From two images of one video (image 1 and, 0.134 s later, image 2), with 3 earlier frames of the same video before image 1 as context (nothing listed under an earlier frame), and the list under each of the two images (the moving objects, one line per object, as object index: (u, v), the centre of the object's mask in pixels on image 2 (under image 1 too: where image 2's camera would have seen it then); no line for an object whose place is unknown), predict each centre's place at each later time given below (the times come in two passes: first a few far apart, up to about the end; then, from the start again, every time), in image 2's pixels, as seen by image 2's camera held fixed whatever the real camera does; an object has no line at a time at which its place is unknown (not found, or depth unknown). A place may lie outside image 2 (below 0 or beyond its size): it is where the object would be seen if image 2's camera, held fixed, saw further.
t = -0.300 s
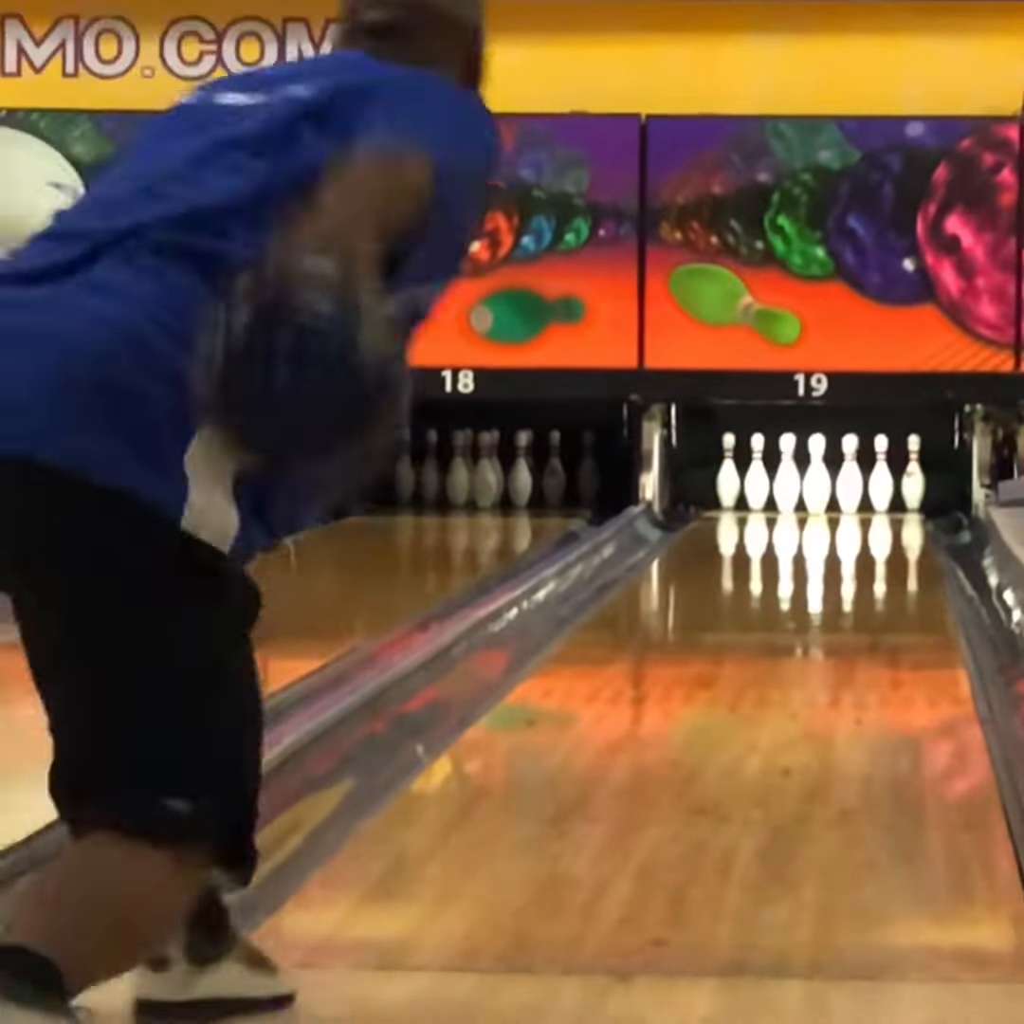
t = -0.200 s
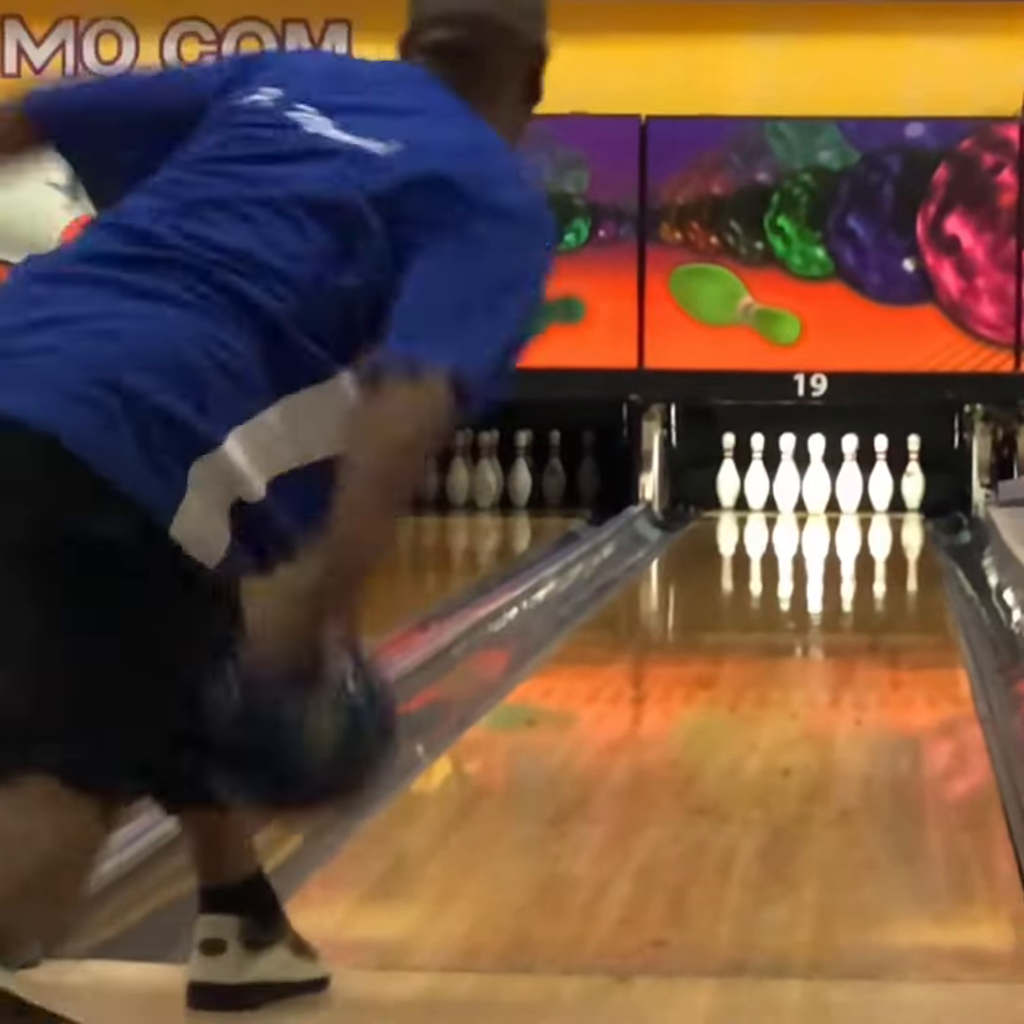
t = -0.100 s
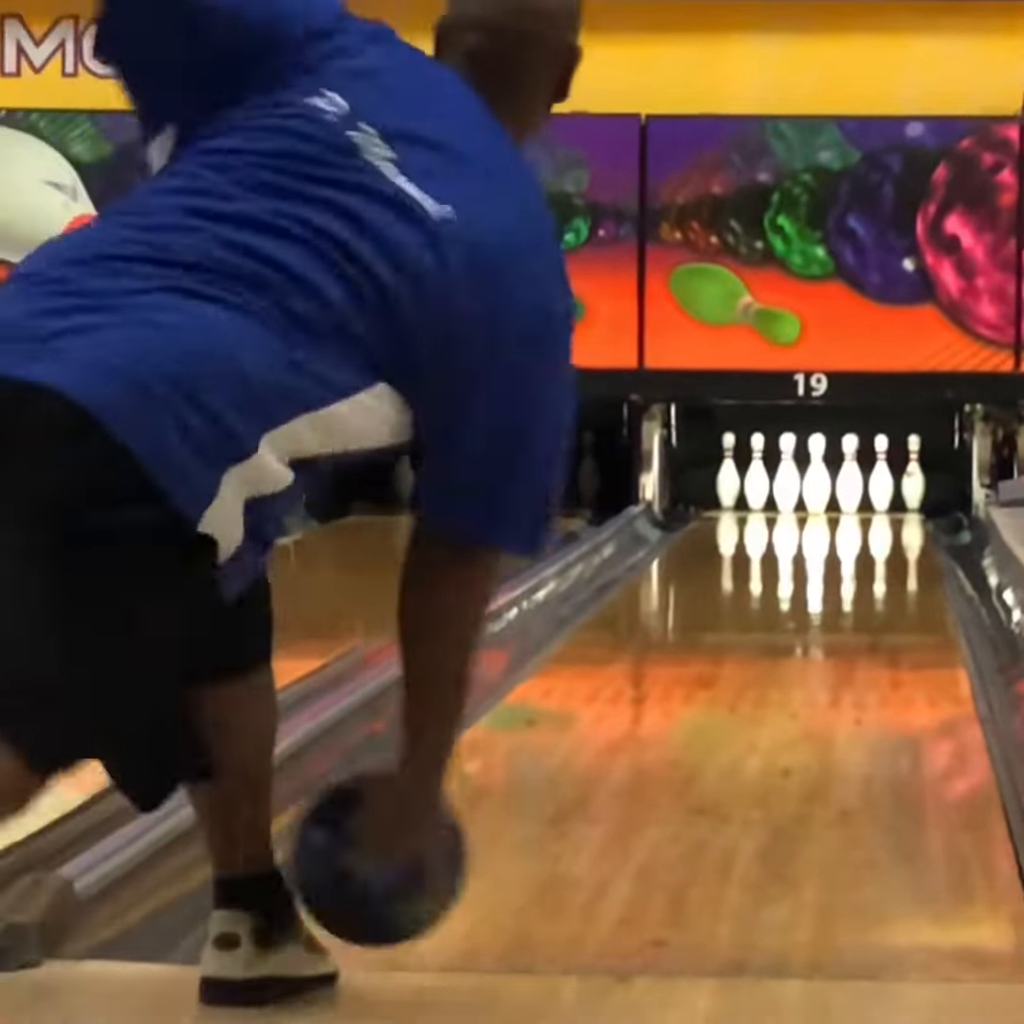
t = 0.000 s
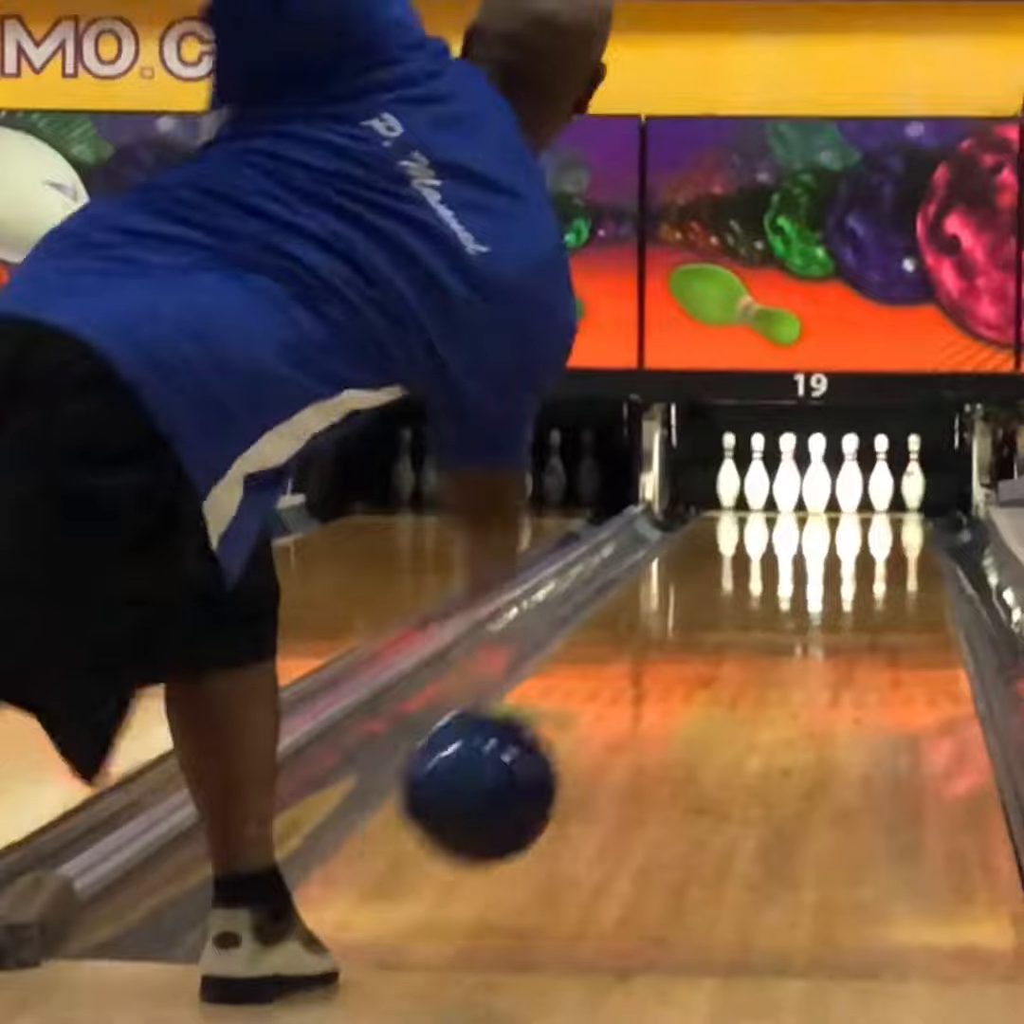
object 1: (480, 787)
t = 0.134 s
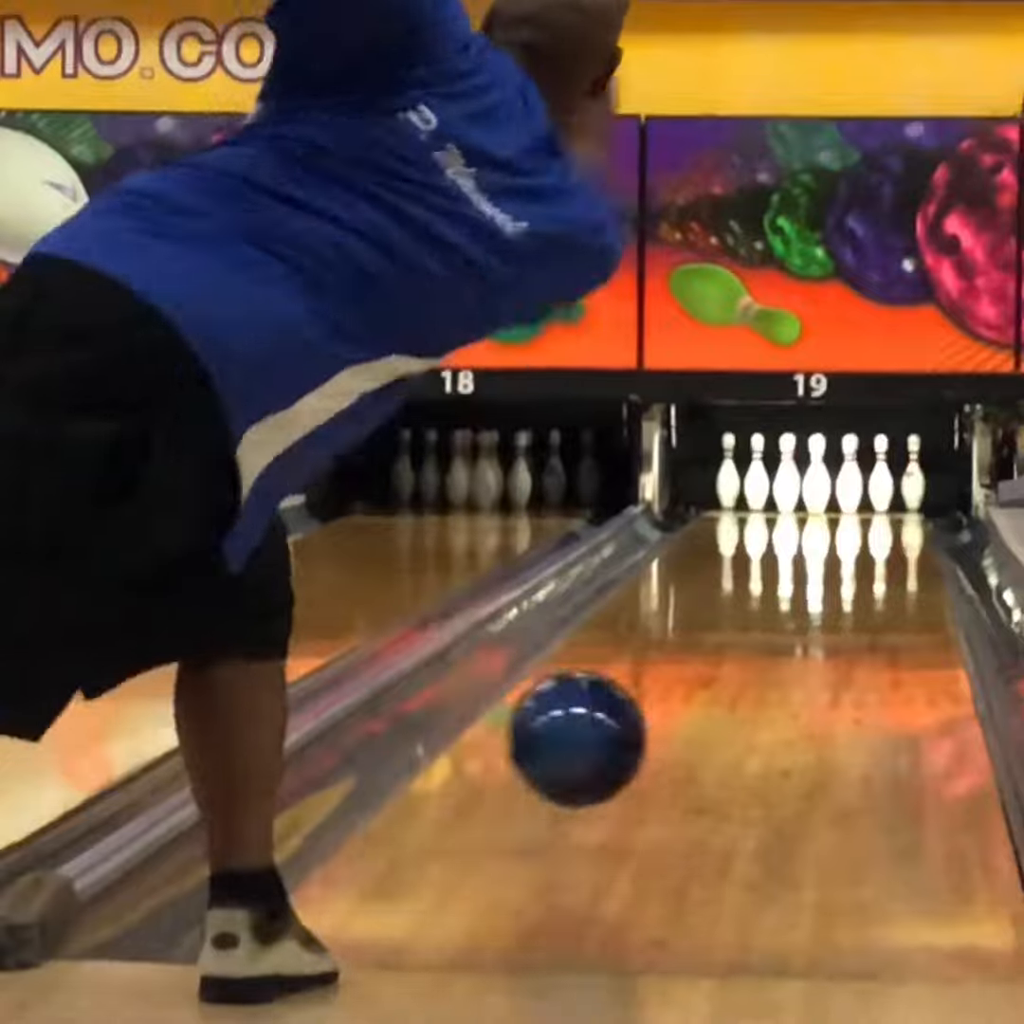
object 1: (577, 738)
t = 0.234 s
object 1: (635, 750)
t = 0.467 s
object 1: (738, 681)
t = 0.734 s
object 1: (816, 628)
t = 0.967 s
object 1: (862, 595)
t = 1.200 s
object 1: (891, 569)
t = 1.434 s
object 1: (906, 550)
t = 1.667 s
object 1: (907, 534)
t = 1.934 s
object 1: (889, 517)
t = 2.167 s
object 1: (862, 506)
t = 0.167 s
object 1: (598, 745)
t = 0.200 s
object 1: (616, 758)
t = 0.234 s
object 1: (635, 750)
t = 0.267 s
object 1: (652, 737)
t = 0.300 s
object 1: (669, 727)
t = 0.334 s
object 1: (684, 717)
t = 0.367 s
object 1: (699, 705)
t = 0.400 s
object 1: (713, 698)
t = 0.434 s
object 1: (726, 689)
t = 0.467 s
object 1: (738, 681)
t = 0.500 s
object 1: (750, 672)
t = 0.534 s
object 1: (761, 664)
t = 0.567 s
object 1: (771, 657)
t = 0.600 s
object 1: (781, 652)
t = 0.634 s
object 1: (791, 646)
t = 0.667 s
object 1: (800, 640)
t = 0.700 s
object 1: (808, 634)
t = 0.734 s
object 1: (816, 628)
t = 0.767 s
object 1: (824, 622)
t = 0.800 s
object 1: (831, 618)
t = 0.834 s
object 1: (837, 612)
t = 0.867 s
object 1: (843, 606)
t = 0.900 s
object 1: (850, 603)
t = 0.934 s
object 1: (857, 599)
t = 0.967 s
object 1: (862, 595)
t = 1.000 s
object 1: (865, 591)
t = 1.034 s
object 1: (871, 586)
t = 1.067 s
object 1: (876, 583)
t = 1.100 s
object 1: (880, 579)
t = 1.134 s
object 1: (884, 576)
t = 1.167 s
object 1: (888, 572)
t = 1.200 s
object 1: (891, 569)
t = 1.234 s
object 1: (894, 566)
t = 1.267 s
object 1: (897, 563)
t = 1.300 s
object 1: (900, 559)
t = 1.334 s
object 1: (902, 557)
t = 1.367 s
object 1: (904, 555)
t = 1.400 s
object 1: (906, 552)
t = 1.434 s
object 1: (906, 550)
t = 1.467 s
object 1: (907, 548)
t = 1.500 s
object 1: (907, 546)
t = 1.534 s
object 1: (908, 543)
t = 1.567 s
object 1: (907, 542)
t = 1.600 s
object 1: (908, 539)
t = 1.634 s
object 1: (908, 535)
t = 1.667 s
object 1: (907, 534)
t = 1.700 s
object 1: (906, 532)
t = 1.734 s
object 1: (904, 530)
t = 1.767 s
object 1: (902, 528)
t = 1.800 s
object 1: (900, 525)
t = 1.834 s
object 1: (898, 523)
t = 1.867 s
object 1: (895, 520)
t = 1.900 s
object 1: (892, 519)
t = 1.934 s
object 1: (889, 517)
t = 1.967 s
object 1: (884, 516)
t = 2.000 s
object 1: (880, 514)
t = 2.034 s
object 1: (878, 512)
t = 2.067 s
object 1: (874, 510)
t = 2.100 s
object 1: (870, 508)
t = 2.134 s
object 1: (865, 507)
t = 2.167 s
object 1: (862, 506)
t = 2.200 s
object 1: (859, 505)
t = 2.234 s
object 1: (855, 504)
